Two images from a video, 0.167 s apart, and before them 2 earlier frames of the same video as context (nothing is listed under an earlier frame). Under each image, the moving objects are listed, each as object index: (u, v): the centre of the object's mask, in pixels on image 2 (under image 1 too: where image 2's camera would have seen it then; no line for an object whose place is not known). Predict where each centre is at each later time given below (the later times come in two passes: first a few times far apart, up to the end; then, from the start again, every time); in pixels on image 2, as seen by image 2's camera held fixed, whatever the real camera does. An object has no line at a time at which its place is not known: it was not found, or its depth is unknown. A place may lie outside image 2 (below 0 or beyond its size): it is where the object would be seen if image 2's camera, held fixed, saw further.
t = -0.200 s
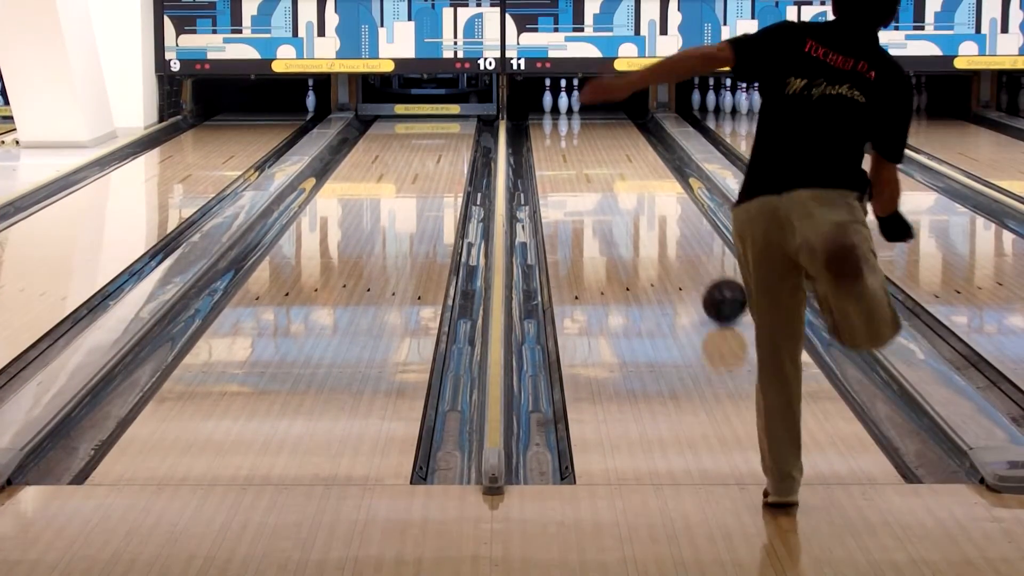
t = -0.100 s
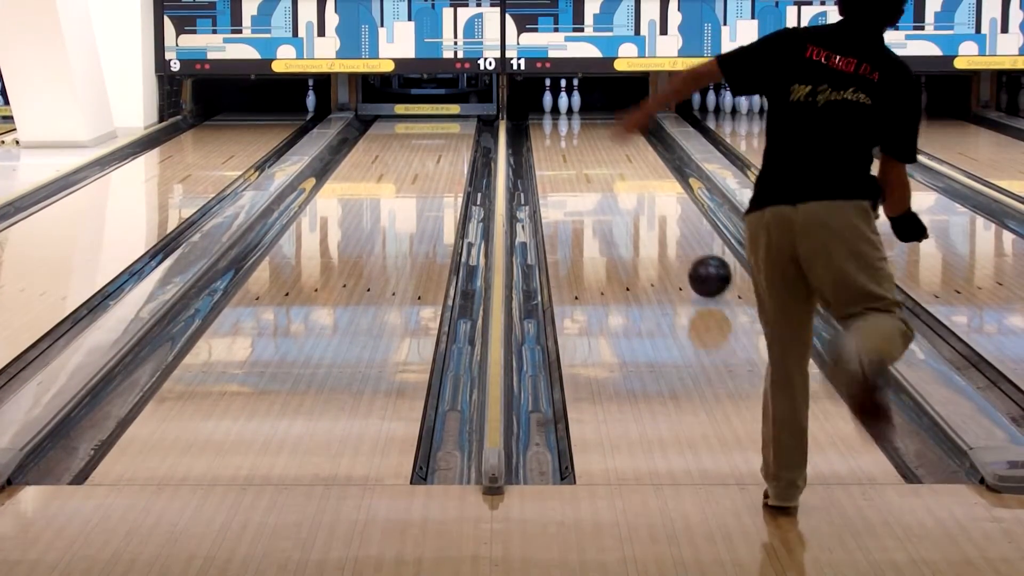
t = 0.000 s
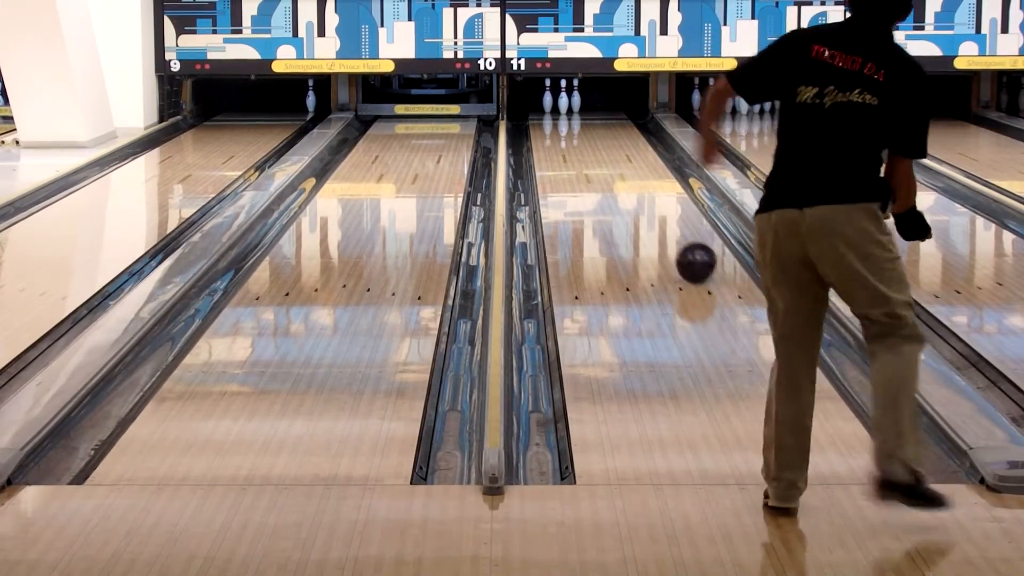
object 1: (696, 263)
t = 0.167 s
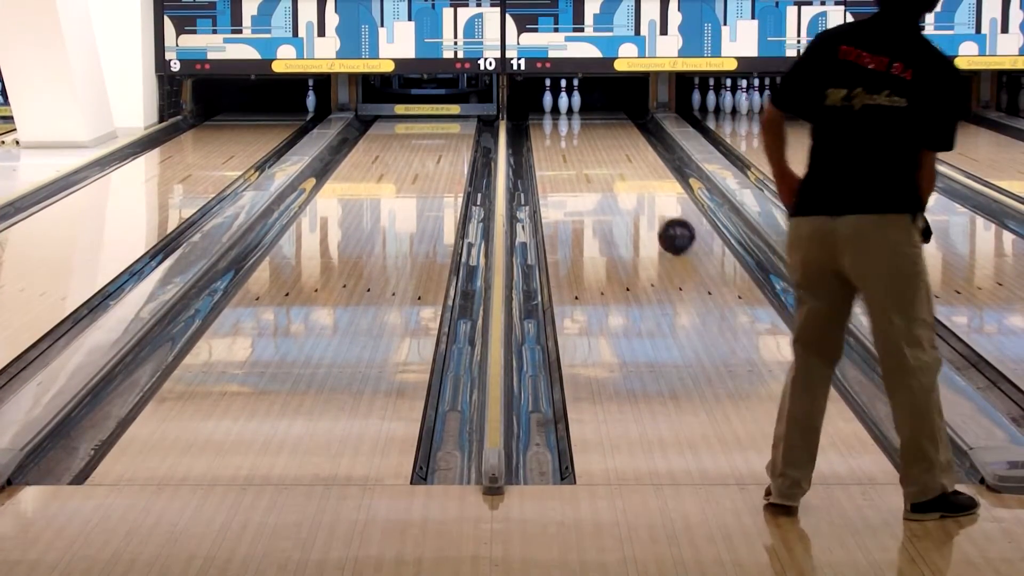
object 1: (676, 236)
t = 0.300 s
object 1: (663, 217)
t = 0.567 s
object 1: (640, 187)
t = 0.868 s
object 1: (619, 161)
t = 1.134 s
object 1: (604, 143)
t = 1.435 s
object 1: (588, 127)
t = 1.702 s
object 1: (573, 115)
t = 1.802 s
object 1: (567, 111)
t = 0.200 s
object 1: (673, 231)
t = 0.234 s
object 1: (669, 226)
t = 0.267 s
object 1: (666, 222)
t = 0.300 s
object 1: (663, 217)
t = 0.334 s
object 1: (659, 213)
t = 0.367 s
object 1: (656, 209)
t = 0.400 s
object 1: (653, 205)
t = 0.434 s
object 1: (651, 201)
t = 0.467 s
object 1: (648, 198)
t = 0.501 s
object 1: (645, 194)
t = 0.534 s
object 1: (642, 191)
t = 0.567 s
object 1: (640, 187)
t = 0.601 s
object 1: (637, 184)
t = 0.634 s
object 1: (635, 181)
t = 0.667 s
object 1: (632, 178)
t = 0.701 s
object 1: (630, 175)
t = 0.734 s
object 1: (628, 172)
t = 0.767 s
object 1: (626, 169)
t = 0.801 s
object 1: (623, 167)
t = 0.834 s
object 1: (621, 164)
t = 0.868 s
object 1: (619, 161)
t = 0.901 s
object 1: (617, 159)
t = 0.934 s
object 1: (615, 157)
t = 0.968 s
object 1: (613, 154)
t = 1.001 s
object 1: (611, 151)
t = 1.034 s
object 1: (609, 149)
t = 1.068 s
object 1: (607, 147)
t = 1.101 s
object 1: (605, 145)
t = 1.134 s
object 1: (604, 143)
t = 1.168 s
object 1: (602, 141)
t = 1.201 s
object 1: (600, 139)
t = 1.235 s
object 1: (599, 138)
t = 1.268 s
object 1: (597, 136)
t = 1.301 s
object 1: (595, 134)
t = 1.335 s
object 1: (593, 132)
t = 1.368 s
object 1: (592, 130)
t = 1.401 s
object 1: (590, 128)
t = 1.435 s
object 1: (588, 127)
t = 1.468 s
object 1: (586, 125)
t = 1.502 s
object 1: (585, 123)
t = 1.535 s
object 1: (583, 122)
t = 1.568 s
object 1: (581, 121)
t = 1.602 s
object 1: (579, 119)
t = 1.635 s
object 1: (577, 118)
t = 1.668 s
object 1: (575, 117)
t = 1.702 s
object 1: (573, 115)
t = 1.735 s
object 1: (571, 114)
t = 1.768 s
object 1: (569, 112)
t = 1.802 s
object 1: (567, 111)
